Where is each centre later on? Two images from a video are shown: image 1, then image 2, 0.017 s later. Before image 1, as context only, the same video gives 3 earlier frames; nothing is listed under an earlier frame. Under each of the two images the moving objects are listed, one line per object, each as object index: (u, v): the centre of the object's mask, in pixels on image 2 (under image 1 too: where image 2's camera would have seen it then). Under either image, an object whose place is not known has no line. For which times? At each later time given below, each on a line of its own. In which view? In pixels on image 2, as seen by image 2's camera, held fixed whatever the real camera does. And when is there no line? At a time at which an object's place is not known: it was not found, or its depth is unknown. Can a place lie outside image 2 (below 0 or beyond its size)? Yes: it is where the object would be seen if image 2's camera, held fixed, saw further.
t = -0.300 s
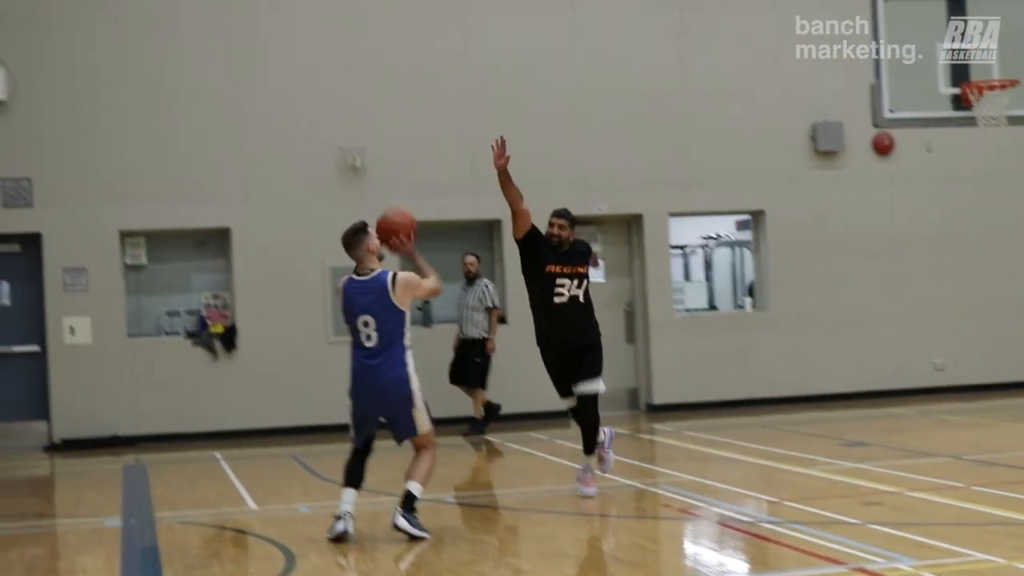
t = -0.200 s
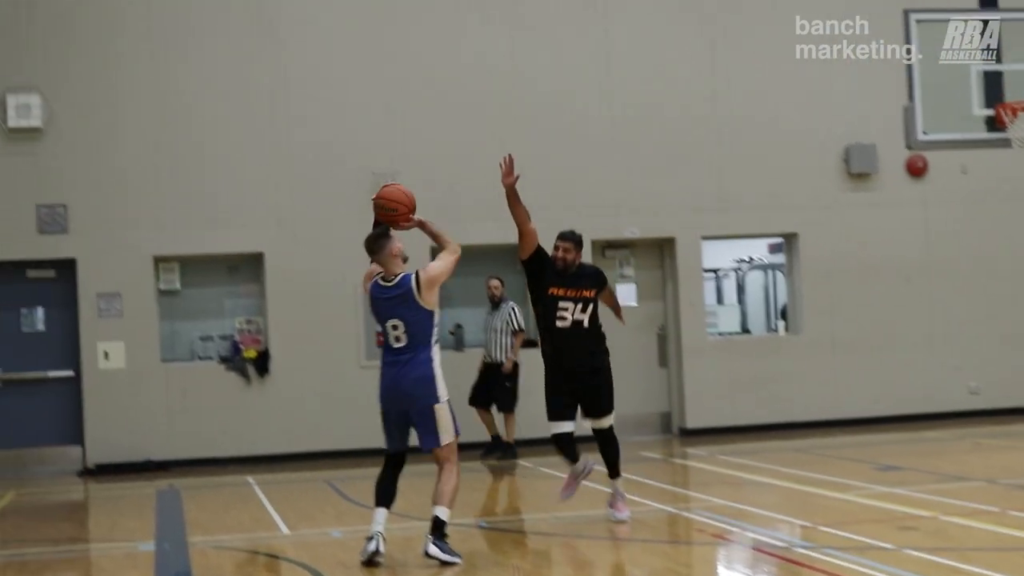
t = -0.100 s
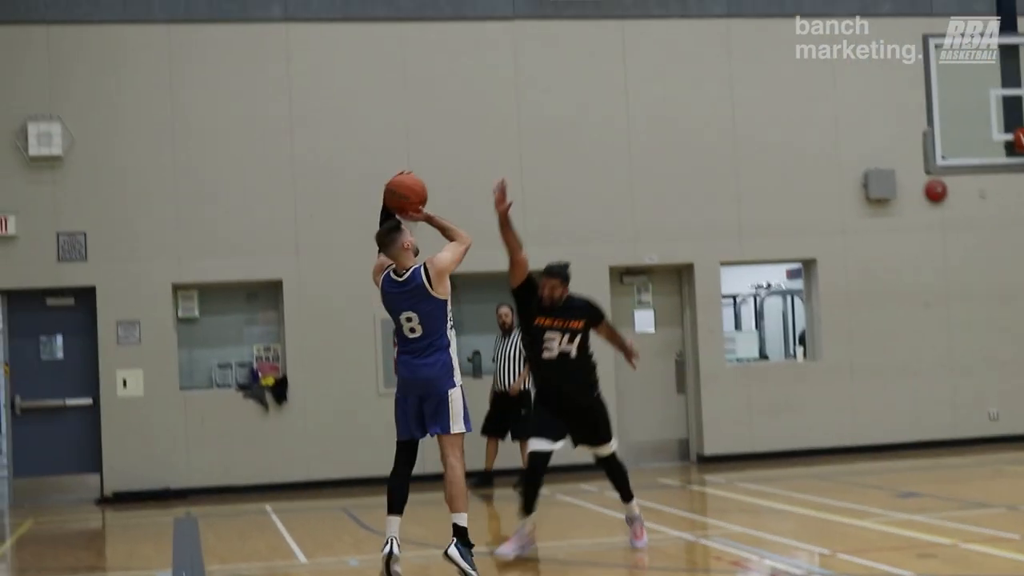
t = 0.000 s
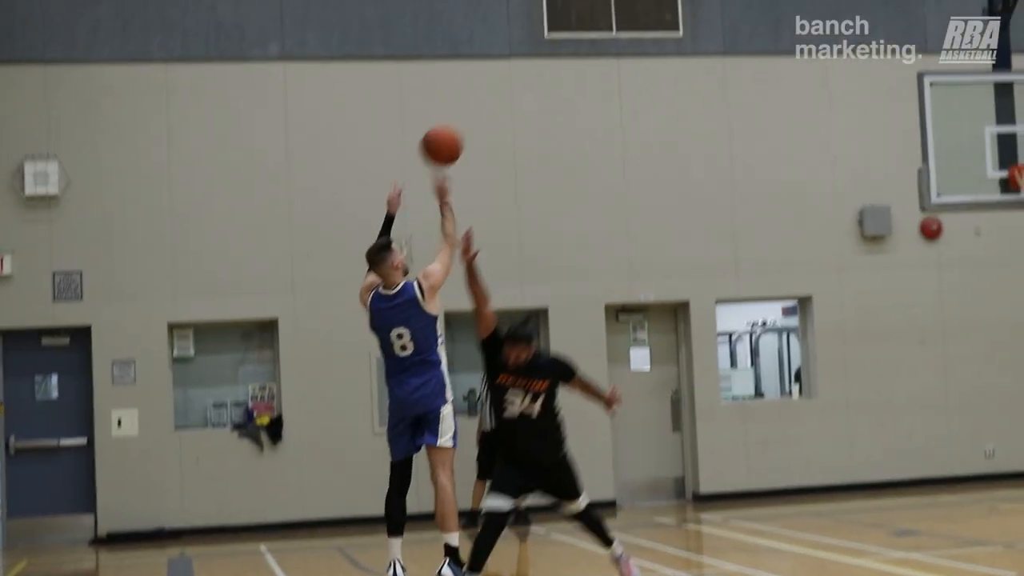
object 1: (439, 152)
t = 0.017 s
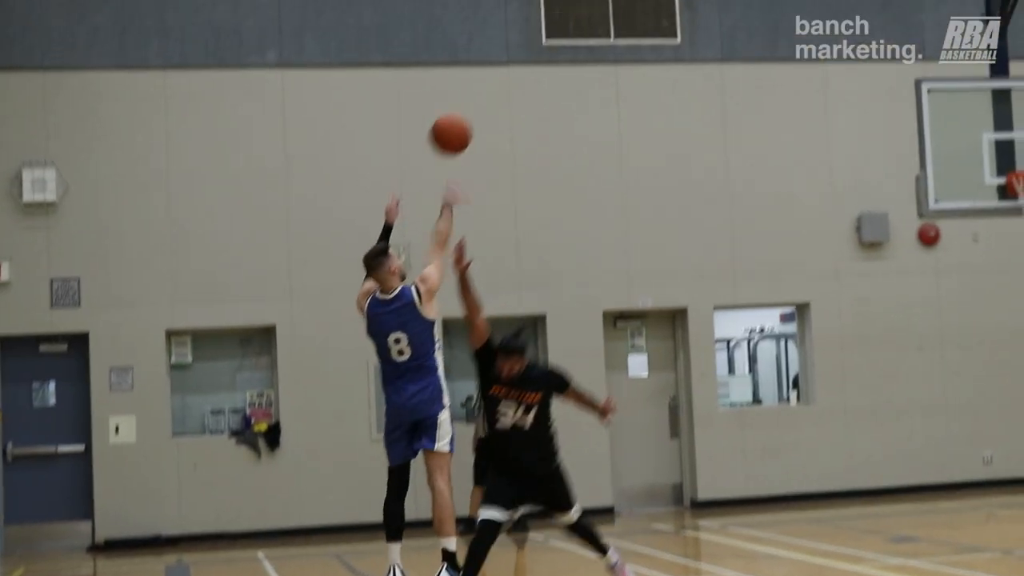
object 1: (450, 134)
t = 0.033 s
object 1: (461, 117)
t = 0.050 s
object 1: (473, 100)
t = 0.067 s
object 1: (485, 84)
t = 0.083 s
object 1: (496, 69)
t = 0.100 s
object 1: (506, 54)
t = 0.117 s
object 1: (517, 41)
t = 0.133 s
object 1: (526, 27)
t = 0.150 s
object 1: (537, 14)
